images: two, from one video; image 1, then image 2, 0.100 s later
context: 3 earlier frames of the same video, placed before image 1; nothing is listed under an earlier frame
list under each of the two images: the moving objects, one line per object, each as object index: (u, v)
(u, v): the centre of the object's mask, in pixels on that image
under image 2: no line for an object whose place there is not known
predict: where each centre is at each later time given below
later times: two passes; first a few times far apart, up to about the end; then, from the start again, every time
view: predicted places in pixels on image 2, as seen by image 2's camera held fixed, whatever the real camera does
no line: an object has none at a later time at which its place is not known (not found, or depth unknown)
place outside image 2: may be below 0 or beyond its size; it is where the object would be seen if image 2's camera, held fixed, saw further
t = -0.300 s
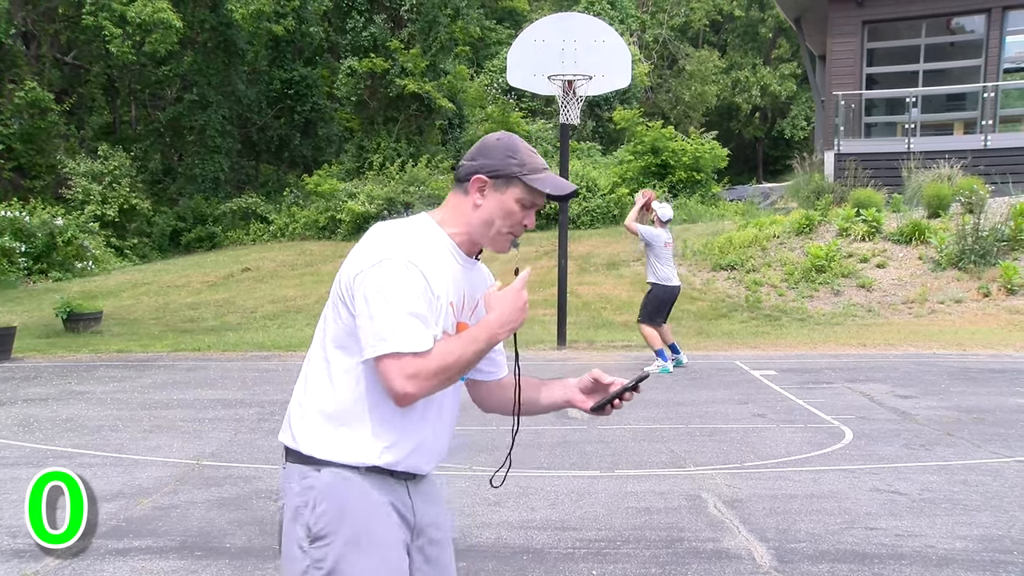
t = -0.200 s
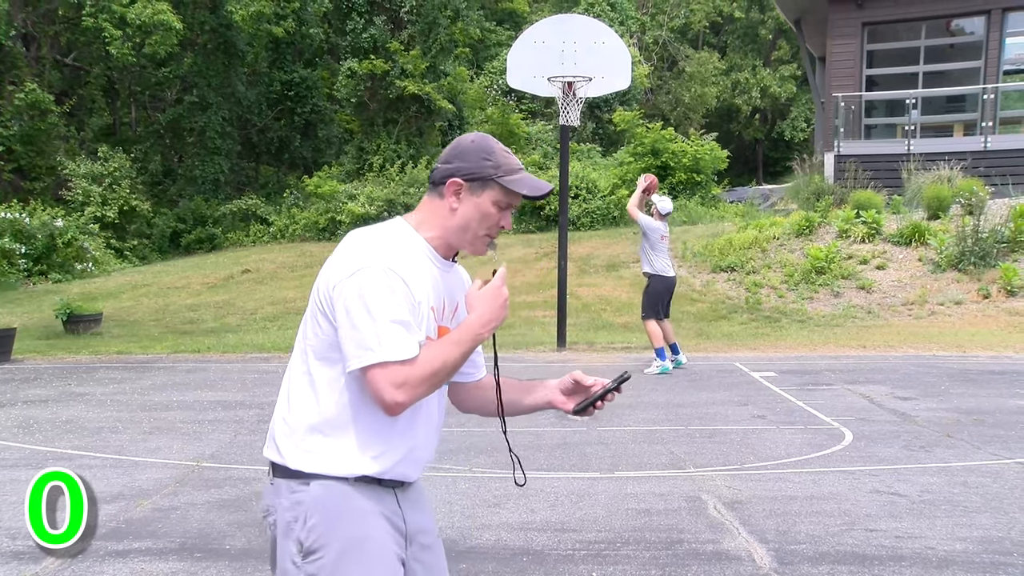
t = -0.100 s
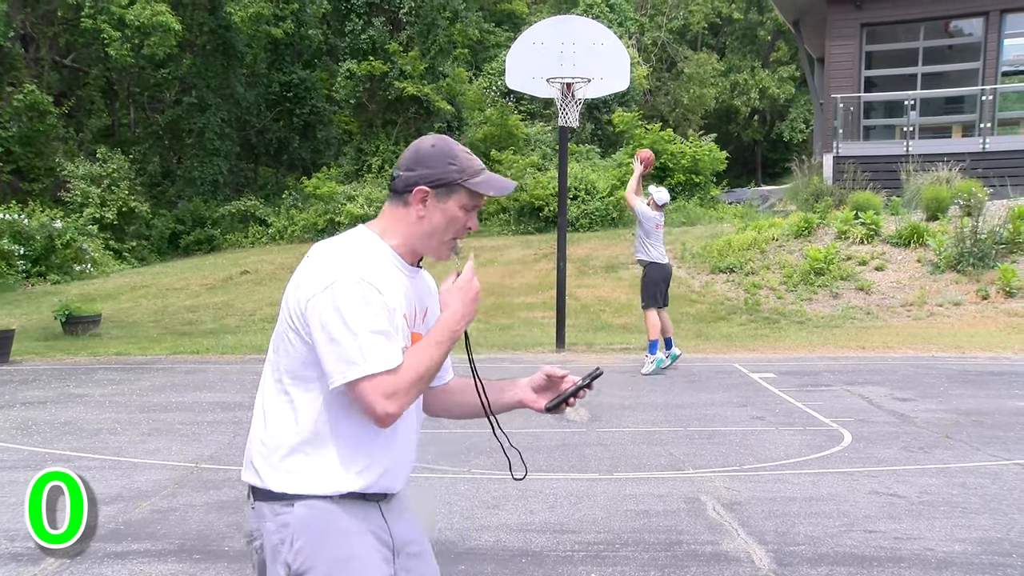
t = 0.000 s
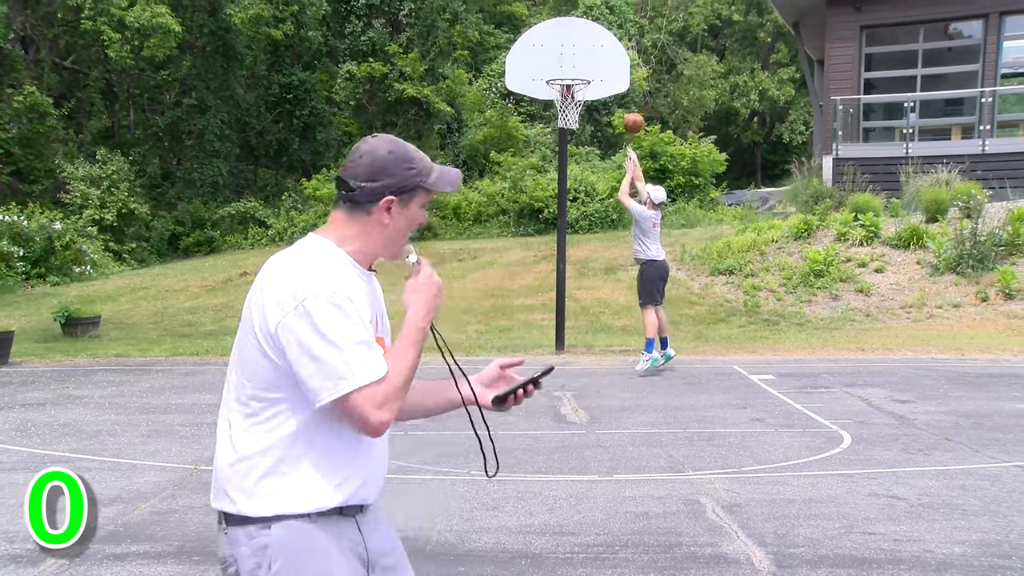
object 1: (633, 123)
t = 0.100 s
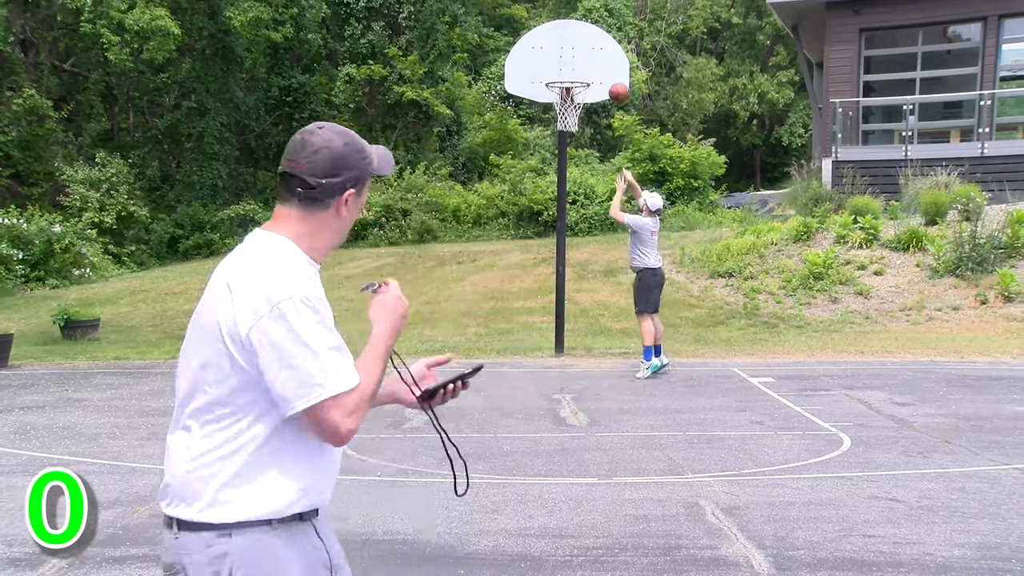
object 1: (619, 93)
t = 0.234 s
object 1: (600, 62)
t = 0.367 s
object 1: (585, 52)
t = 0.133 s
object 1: (614, 84)
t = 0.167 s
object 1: (609, 75)
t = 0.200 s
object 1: (604, 69)
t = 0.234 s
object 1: (600, 62)
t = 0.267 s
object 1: (595, 58)
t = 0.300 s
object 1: (591, 54)
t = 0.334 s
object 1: (588, 52)
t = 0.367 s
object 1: (585, 52)
